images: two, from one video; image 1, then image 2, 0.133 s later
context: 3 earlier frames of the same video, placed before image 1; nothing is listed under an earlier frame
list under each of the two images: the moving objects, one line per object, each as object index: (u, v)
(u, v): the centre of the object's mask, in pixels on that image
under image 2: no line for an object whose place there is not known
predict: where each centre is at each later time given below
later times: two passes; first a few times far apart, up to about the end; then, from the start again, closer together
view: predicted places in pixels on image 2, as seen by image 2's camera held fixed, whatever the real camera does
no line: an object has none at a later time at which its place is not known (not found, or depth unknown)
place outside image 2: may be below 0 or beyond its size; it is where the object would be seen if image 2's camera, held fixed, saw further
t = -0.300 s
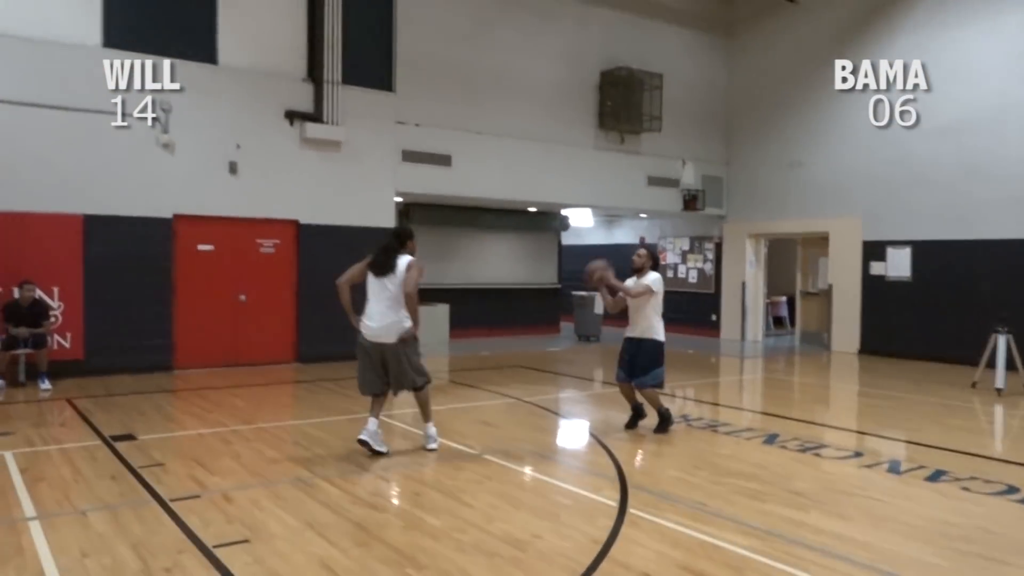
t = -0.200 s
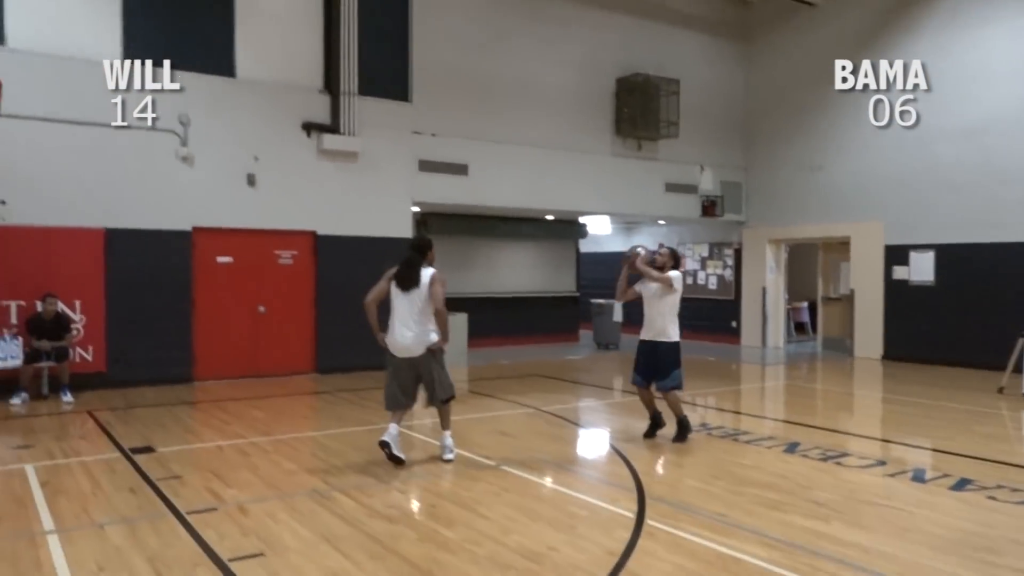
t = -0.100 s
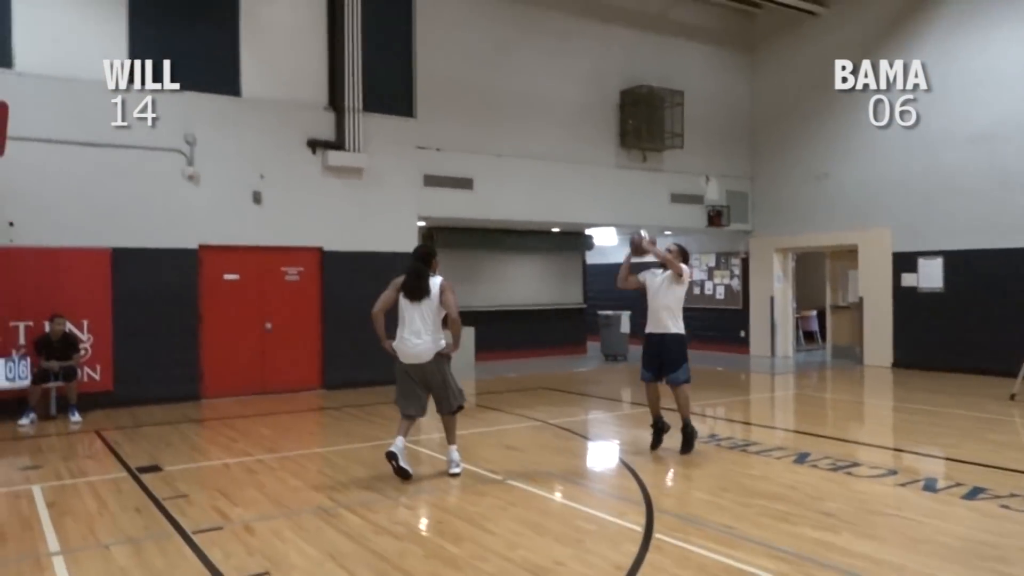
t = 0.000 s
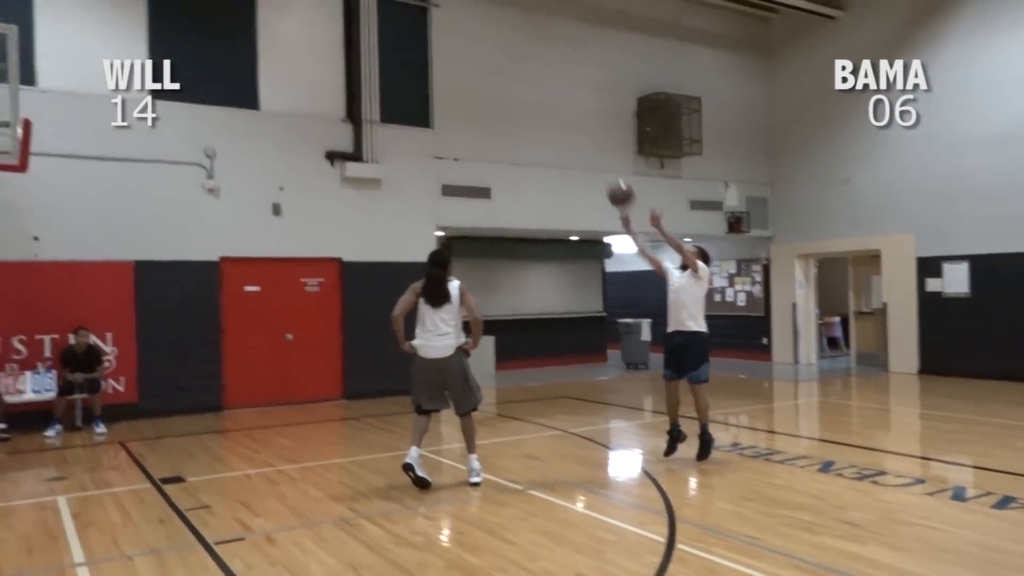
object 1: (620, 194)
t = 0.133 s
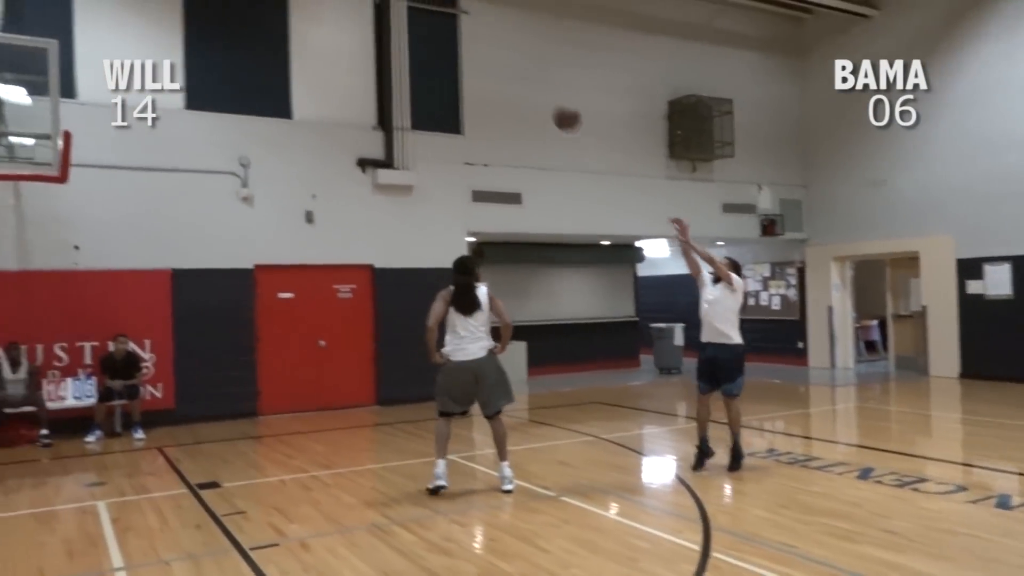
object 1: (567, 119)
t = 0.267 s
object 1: (480, 56)
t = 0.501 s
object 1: (333, -7)
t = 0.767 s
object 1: (166, -5)
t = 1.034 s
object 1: (1, 77)
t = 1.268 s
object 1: (-92, 143)
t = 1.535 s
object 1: (-50, 163)
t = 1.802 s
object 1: (-14, 248)
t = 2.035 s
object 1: (5, 372)
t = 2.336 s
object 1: (29, 375)
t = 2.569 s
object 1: (43, 296)
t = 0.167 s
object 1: (545, 101)
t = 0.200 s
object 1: (523, 85)
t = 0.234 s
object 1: (502, 69)
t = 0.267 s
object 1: (480, 56)
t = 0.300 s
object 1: (459, 43)
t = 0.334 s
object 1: (439, 31)
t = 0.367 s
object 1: (419, 21)
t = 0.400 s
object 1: (396, 12)
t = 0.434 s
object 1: (376, 5)
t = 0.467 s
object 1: (354, -2)
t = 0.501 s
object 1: (333, -7)
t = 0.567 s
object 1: (290, -14)
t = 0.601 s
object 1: (269, -16)
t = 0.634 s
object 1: (249, -16)
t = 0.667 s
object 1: (228, -15)
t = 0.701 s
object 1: (207, -13)
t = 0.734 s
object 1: (186, -9)
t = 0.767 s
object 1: (166, -5)
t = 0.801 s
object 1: (146, 1)
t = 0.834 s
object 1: (126, 9)
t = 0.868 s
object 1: (106, 18)
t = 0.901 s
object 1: (86, 28)
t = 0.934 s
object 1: (62, 37)
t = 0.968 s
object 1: (43, 49)
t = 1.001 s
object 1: (20, 63)
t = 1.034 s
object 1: (1, 77)
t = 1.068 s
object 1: (-21, 96)
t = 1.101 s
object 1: (-43, 114)
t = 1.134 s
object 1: (-62, 132)
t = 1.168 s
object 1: (-72, 136)
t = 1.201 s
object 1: (-89, 139)
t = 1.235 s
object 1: (-90, 144)
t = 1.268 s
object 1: (-92, 143)
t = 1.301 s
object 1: (-89, 142)
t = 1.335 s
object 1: (-83, 142)
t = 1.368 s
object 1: (-76, 142)
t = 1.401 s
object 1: (-71, 146)
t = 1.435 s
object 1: (-64, 150)
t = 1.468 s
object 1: (-60, 153)
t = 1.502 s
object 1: (-54, 158)
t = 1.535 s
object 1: (-50, 163)
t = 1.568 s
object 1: (-44, 171)
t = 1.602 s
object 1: (-41, 177)
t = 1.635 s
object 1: (-37, 185)
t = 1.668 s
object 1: (-34, 195)
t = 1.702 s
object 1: (-27, 207)
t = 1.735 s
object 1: (-22, 219)
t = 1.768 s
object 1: (-18, 233)
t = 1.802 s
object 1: (-14, 248)
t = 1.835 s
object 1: (-12, 263)
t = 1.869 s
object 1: (-7, 280)
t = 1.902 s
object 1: (-3, 298)
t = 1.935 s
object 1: (0, 317)
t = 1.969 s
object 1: (4, 337)
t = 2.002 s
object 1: (9, 359)
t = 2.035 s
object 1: (5, 372)
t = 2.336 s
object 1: (29, 375)
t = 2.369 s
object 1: (33, 358)
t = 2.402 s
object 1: (34, 347)
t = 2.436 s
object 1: (36, 333)
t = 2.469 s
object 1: (39, 322)
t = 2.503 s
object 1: (40, 312)
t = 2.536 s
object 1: (42, 303)
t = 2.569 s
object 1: (43, 296)
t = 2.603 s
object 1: (45, 289)
